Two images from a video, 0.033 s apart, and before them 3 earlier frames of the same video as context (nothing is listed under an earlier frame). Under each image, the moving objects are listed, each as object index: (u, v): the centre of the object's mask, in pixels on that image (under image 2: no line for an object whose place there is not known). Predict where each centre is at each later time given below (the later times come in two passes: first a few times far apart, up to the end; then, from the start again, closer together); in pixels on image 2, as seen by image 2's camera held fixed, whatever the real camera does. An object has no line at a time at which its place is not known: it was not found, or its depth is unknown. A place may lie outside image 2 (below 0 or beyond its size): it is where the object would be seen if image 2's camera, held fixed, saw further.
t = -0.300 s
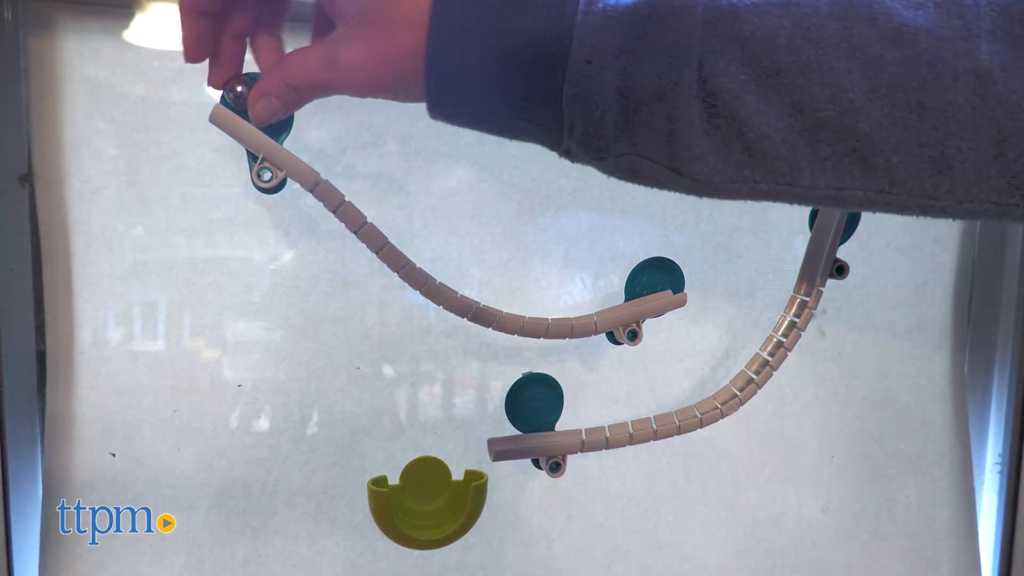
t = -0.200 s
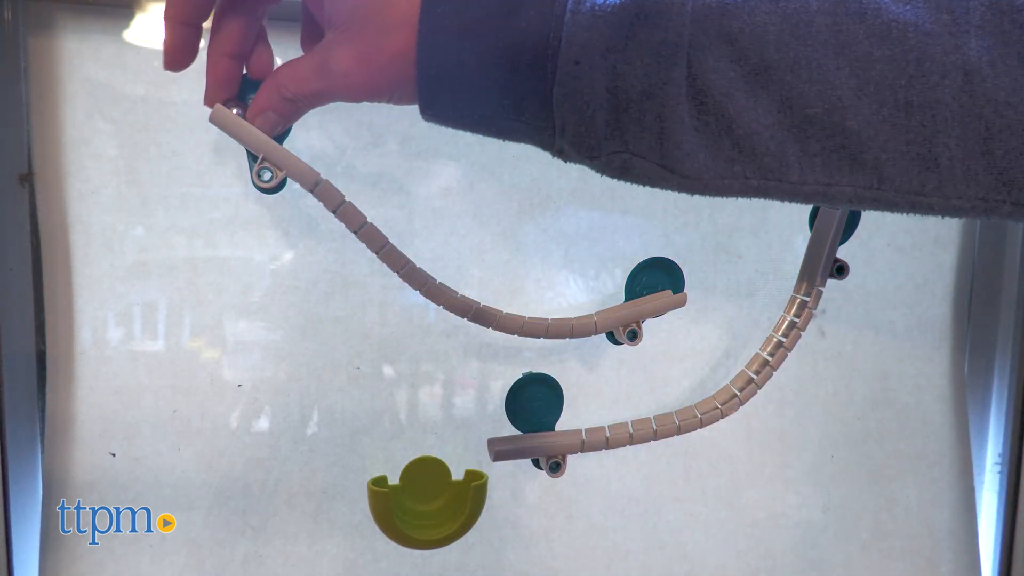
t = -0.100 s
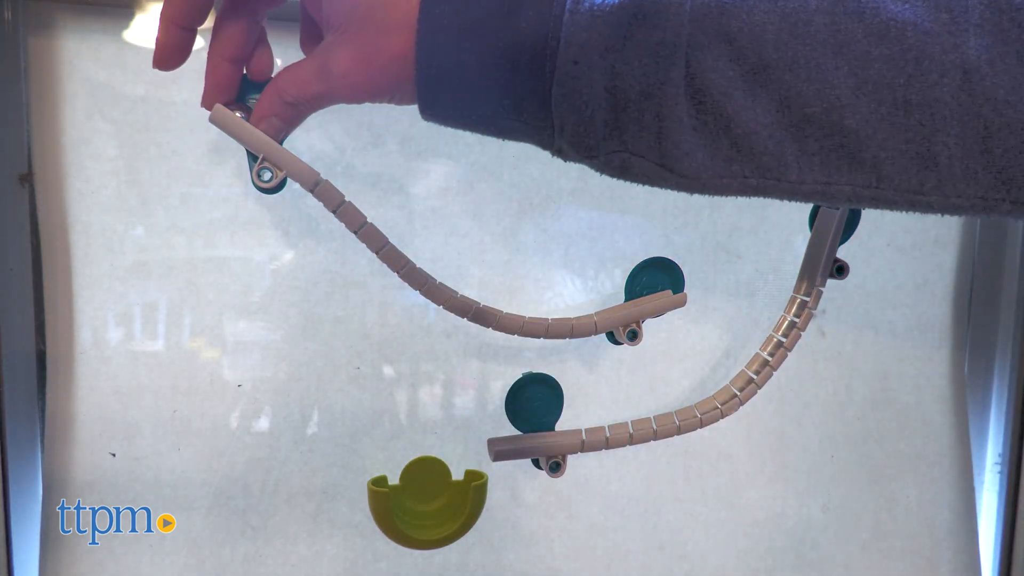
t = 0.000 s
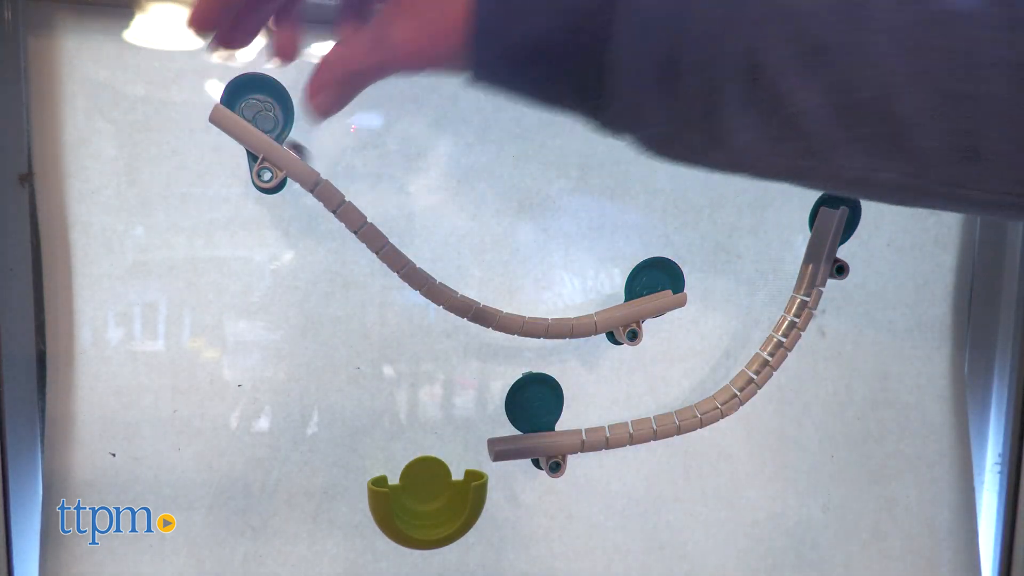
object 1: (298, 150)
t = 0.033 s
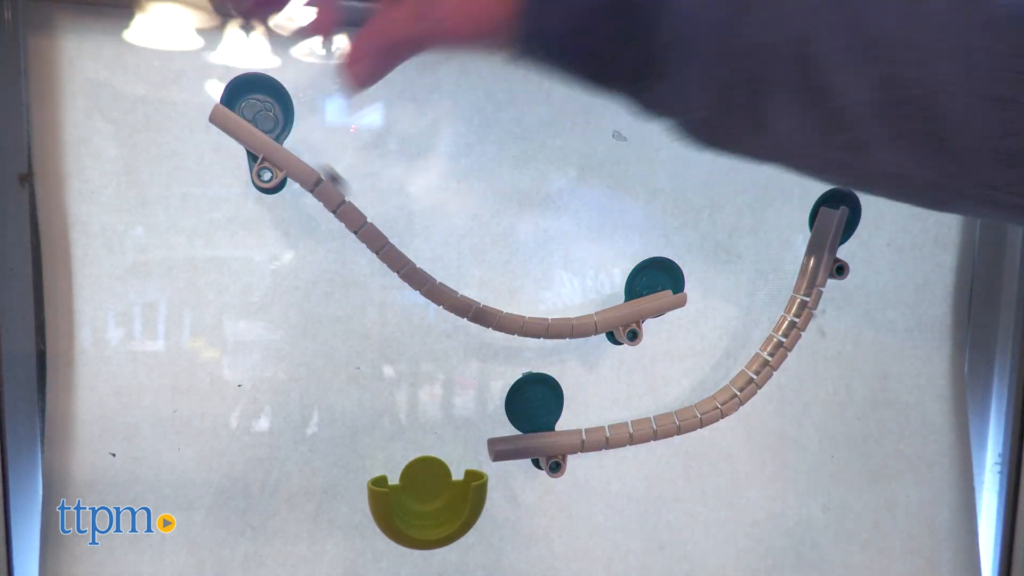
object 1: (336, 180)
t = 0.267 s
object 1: (729, 288)
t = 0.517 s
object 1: (587, 414)
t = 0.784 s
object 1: (608, 427)
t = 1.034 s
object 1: (570, 432)
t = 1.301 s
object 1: (484, 446)
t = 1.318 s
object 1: (477, 453)
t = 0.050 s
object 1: (357, 200)
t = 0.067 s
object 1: (378, 221)
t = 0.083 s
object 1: (403, 245)
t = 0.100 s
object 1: (431, 269)
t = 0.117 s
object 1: (464, 290)
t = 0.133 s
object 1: (499, 305)
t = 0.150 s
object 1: (534, 312)
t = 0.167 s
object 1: (565, 314)
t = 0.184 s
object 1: (599, 309)
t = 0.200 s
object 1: (626, 301)
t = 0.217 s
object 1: (651, 293)
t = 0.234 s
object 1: (686, 287)
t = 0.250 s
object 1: (706, 286)
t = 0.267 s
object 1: (729, 288)
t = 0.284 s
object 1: (752, 295)
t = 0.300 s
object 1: (772, 306)
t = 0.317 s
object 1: (787, 321)
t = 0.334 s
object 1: (775, 317)
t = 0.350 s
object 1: (763, 318)
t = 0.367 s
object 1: (750, 325)
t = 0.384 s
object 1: (734, 337)
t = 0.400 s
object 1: (719, 355)
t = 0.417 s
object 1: (701, 379)
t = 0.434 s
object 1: (685, 404)
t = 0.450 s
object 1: (671, 412)
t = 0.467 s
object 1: (650, 411)
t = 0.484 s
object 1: (628, 411)
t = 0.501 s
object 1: (608, 412)
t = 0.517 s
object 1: (587, 414)
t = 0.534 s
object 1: (576, 416)
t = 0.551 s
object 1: (584, 420)
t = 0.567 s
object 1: (590, 422)
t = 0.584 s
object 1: (592, 417)
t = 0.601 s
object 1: (593, 417)
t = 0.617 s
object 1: (595, 422)
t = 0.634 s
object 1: (599, 423)
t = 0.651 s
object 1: (602, 423)
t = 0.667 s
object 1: (602, 422)
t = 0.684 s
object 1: (603, 424)
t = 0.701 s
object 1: (606, 426)
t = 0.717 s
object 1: (607, 427)
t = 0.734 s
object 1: (607, 427)
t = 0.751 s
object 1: (608, 427)
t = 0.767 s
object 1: (608, 427)
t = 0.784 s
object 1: (608, 427)
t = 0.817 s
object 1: (606, 428)
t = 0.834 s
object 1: (605, 428)
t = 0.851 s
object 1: (603, 428)
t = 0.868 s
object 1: (601, 428)
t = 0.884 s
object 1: (599, 429)
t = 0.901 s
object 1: (597, 429)
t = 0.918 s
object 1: (594, 429)
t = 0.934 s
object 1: (592, 429)
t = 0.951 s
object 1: (588, 430)
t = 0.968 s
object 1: (585, 430)
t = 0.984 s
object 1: (581, 430)
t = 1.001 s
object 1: (578, 431)
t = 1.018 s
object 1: (573, 432)
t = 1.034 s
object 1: (570, 432)
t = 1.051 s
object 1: (566, 432)
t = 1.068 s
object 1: (562, 433)
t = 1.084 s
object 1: (558, 433)
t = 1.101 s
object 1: (553, 434)
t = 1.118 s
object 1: (548, 435)
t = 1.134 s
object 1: (544, 435)
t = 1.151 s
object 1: (538, 435)
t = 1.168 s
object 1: (534, 436)
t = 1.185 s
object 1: (529, 436)
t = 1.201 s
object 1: (522, 437)
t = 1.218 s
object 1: (516, 437)
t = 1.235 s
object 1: (511, 437)
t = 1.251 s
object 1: (505, 438)
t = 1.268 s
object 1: (497, 440)
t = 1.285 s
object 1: (490, 443)
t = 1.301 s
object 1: (484, 446)
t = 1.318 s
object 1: (477, 453)
